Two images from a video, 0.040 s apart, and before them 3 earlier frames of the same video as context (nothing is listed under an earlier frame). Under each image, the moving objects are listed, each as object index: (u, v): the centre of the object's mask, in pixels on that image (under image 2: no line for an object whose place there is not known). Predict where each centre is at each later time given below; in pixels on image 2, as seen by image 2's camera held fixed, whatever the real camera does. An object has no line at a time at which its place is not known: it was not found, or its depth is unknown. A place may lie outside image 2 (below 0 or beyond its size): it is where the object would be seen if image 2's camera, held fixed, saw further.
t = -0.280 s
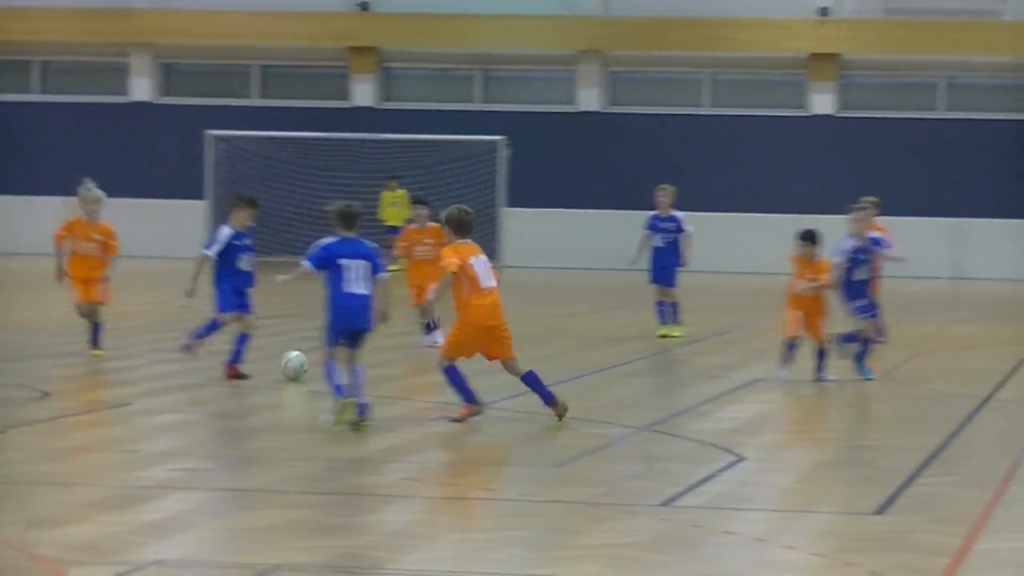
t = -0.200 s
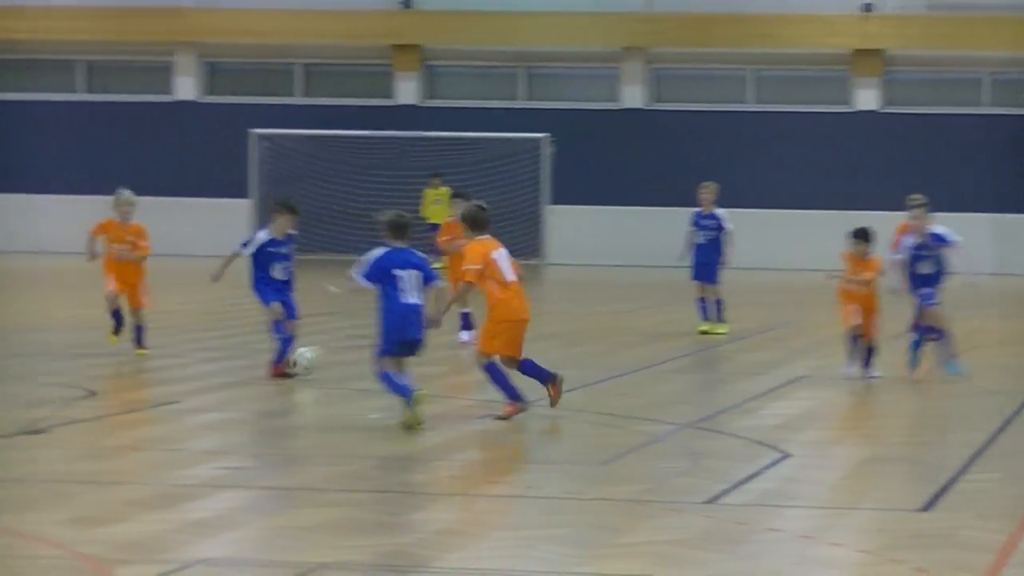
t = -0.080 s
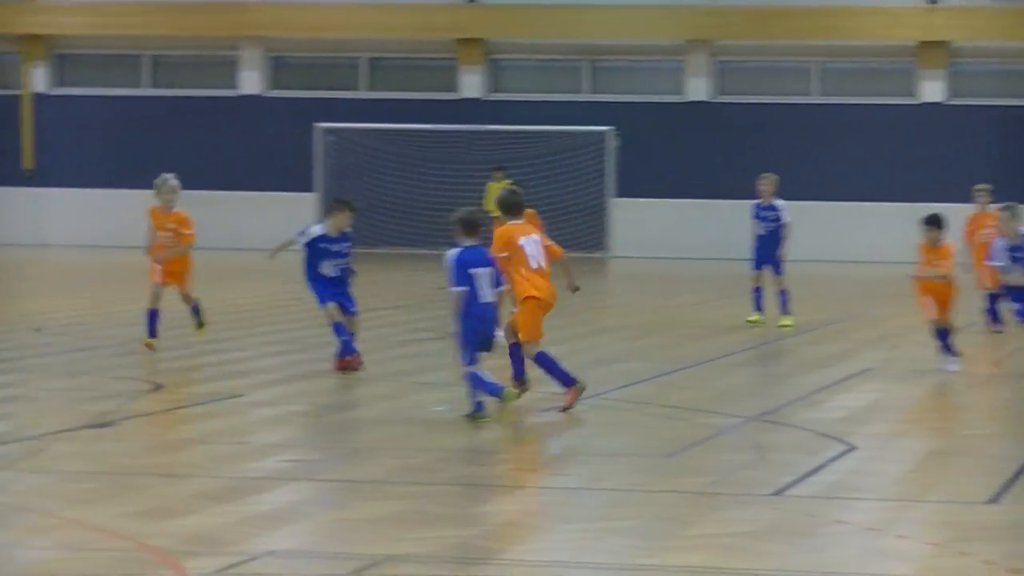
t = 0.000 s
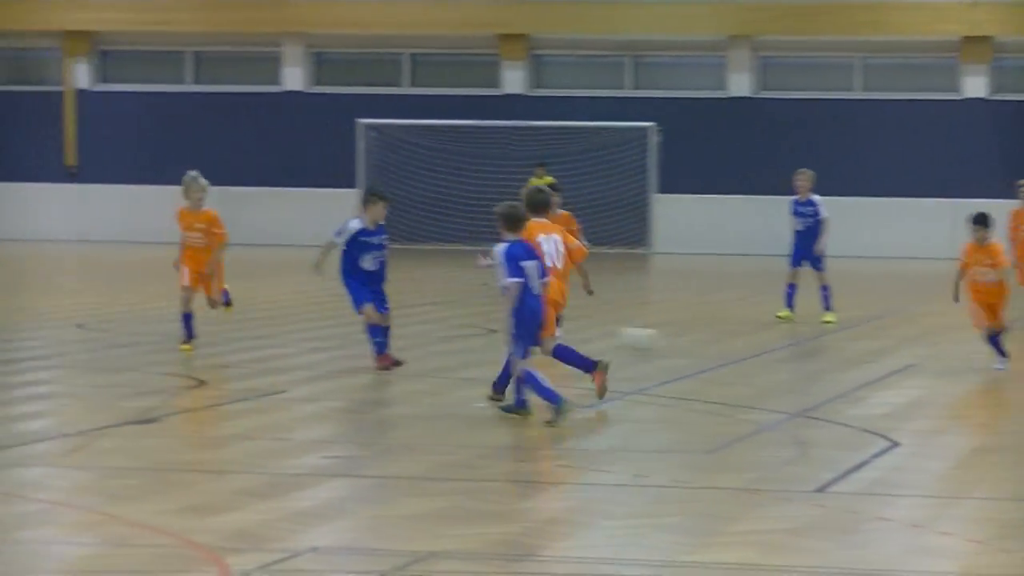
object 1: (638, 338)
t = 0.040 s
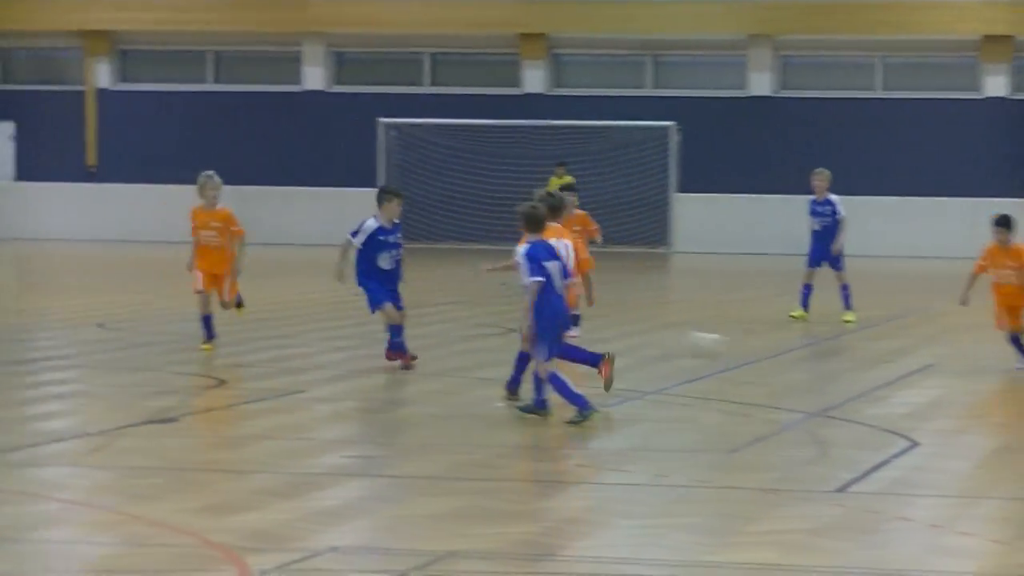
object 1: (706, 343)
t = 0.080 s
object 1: (754, 350)
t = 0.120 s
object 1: (803, 360)
